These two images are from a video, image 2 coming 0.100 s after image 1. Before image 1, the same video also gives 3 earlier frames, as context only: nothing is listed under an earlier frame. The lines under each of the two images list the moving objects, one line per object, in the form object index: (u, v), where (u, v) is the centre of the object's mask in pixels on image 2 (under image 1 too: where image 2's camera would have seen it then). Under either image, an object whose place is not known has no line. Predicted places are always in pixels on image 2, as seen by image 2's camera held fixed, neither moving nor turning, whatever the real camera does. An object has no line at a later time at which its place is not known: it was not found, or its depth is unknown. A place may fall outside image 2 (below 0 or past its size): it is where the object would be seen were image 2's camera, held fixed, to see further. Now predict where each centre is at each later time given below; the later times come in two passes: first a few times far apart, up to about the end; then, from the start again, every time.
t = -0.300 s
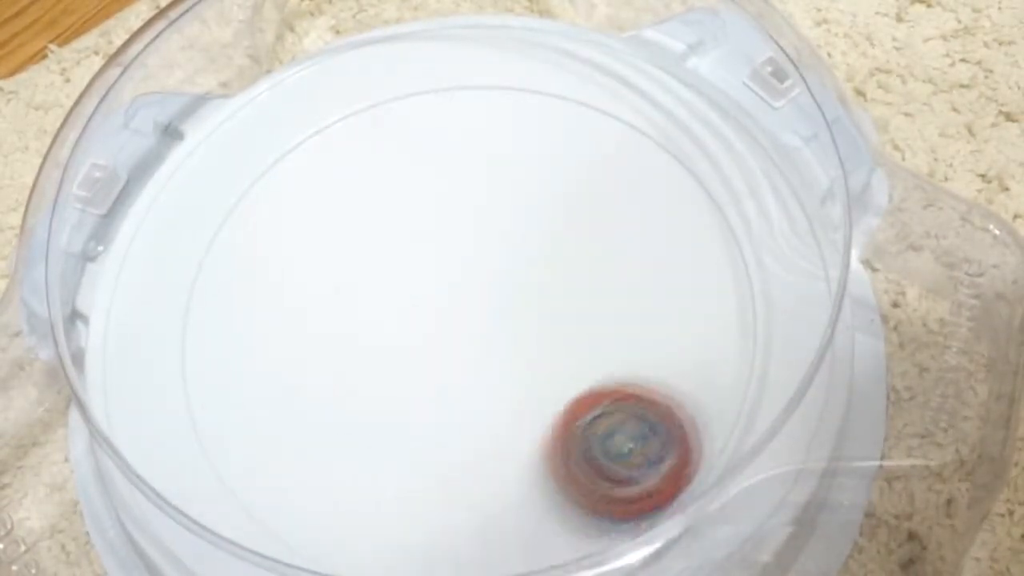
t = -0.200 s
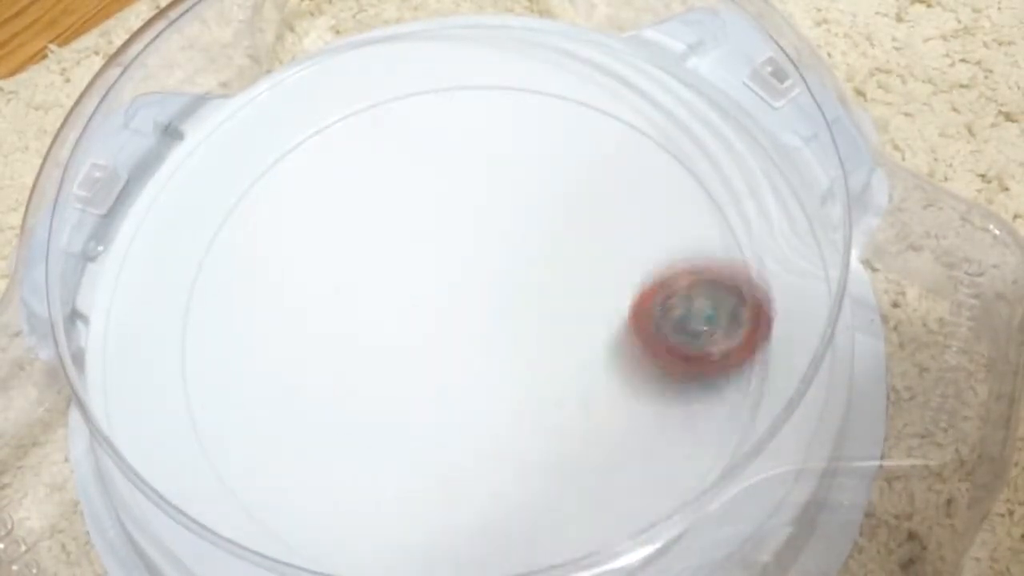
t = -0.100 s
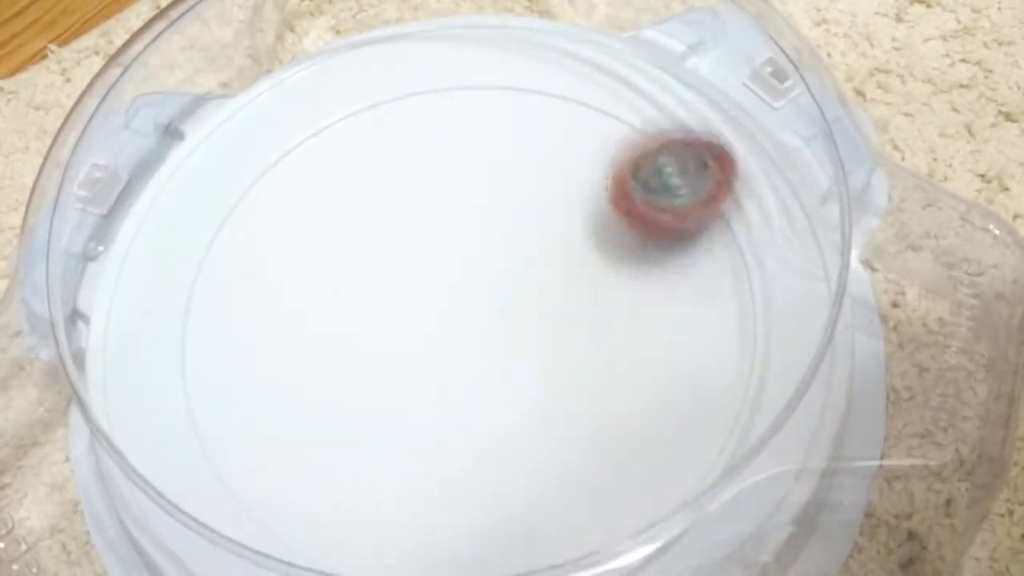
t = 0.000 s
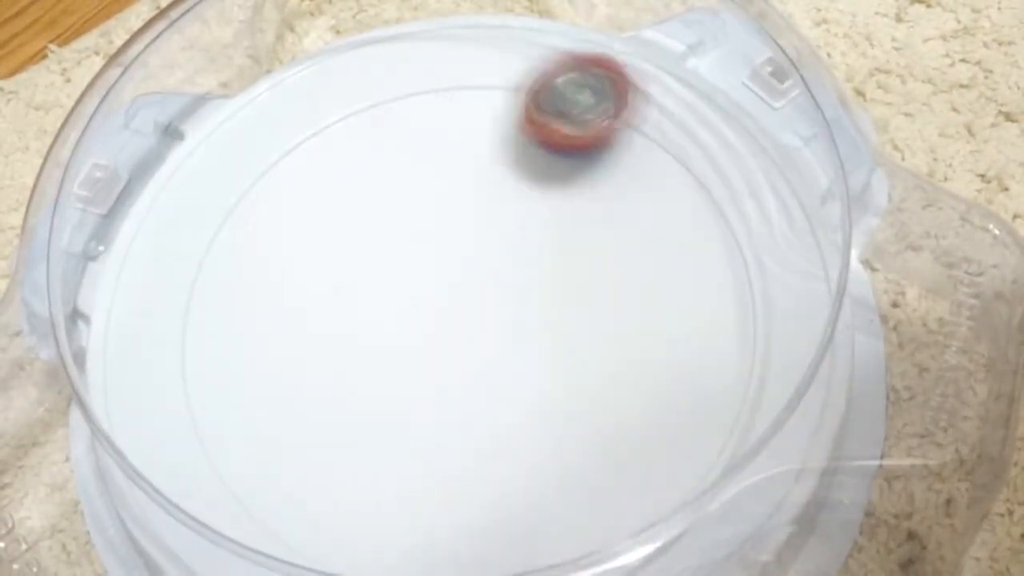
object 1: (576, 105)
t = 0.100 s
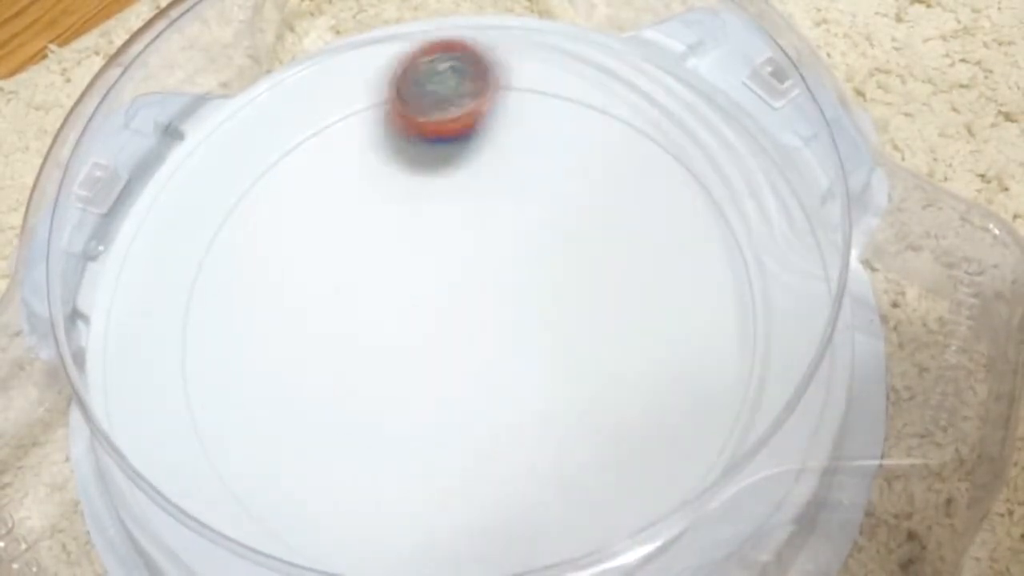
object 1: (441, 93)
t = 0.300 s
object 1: (190, 274)
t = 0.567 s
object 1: (517, 531)
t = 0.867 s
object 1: (620, 94)
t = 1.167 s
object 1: (196, 406)
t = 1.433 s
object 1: (694, 440)
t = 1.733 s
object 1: (463, 66)
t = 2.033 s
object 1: (229, 463)
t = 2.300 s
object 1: (746, 352)
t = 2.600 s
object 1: (337, 103)
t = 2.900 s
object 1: (310, 440)
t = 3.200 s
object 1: (654, 345)
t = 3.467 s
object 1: (558, 212)
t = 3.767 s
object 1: (388, 278)
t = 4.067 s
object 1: (411, 372)
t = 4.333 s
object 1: (468, 370)
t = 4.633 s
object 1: (471, 290)
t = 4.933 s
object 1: (413, 274)
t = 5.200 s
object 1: (425, 318)
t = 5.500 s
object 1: (500, 323)
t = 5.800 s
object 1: (507, 294)
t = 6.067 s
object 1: (464, 309)
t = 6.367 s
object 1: (451, 357)
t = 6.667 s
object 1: (470, 358)
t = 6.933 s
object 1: (470, 314)
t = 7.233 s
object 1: (437, 289)
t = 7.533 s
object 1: (429, 300)
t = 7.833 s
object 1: (465, 322)
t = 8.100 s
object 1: (495, 316)
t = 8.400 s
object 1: (491, 309)
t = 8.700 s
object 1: (461, 318)
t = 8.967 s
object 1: (446, 338)
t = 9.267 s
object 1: (452, 340)
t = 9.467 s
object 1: (455, 323)
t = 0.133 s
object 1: (396, 105)
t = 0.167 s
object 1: (351, 123)
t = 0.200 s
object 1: (307, 156)
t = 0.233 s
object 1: (262, 191)
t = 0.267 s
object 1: (223, 229)
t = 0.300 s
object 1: (190, 274)
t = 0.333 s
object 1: (174, 323)
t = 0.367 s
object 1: (184, 380)
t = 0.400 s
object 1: (213, 432)
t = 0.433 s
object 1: (255, 479)
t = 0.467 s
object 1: (309, 517)
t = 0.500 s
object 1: (376, 532)
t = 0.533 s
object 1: (448, 537)
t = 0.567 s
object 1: (517, 531)
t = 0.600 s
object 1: (596, 517)
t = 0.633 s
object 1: (650, 467)
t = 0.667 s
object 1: (704, 415)
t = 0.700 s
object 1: (734, 359)
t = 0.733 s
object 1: (747, 302)
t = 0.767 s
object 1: (740, 241)
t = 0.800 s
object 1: (713, 180)
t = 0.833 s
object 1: (673, 130)
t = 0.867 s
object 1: (620, 94)
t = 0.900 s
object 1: (554, 70)
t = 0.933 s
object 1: (482, 62)
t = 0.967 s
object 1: (407, 77)
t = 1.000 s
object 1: (338, 99)
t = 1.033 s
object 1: (277, 144)
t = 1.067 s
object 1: (227, 199)
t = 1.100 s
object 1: (194, 264)
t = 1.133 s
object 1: (185, 338)
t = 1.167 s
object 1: (196, 406)
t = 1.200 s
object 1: (231, 464)
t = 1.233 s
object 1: (287, 510)
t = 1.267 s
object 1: (355, 528)
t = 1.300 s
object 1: (430, 535)
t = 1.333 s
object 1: (508, 533)
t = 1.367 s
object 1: (586, 520)
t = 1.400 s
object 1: (638, 477)
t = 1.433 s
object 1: (694, 440)
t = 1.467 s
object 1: (722, 388)
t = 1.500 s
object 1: (741, 332)
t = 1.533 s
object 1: (741, 273)
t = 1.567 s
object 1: (726, 216)
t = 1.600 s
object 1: (696, 165)
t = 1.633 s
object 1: (650, 123)
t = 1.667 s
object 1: (593, 95)
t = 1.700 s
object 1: (530, 76)
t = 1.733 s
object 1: (463, 66)
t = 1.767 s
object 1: (398, 73)
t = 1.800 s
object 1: (338, 99)
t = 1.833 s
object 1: (287, 142)
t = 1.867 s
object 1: (237, 184)
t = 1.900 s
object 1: (204, 234)
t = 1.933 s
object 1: (186, 292)
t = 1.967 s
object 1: (183, 351)
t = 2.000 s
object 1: (199, 416)
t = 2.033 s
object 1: (229, 463)
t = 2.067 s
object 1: (288, 512)
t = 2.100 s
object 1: (359, 529)
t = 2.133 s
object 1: (440, 539)
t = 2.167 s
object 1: (519, 534)
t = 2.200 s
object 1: (611, 520)
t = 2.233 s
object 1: (670, 479)
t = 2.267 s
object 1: (725, 417)
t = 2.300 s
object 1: (746, 352)
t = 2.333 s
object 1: (751, 283)
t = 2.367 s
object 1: (737, 219)
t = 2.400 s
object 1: (704, 162)
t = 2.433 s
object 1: (644, 130)
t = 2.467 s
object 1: (587, 100)
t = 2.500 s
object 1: (521, 79)
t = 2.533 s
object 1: (456, 80)
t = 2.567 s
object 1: (394, 93)
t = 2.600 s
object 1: (337, 103)
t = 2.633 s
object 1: (295, 133)
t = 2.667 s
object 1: (259, 174)
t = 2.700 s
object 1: (233, 213)
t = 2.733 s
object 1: (218, 255)
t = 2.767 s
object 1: (213, 300)
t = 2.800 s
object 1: (221, 340)
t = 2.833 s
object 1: (240, 380)
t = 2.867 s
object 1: (268, 412)
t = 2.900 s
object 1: (310, 440)
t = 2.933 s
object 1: (354, 459)
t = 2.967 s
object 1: (404, 471)
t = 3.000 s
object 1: (456, 473)
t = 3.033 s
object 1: (503, 466)
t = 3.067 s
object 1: (546, 451)
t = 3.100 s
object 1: (585, 430)
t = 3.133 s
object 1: (616, 404)
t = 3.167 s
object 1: (637, 376)
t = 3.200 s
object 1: (654, 345)
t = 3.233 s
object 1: (652, 324)
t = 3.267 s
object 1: (649, 299)
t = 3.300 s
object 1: (642, 277)
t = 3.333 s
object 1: (631, 259)
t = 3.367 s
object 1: (616, 243)
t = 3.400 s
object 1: (600, 230)
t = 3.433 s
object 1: (579, 220)
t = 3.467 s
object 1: (558, 212)
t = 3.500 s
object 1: (534, 209)
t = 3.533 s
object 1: (509, 210)
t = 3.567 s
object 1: (485, 213)
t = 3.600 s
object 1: (462, 219)
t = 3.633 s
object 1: (441, 229)
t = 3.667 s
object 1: (423, 238)
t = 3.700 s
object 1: (406, 252)
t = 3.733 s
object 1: (395, 264)
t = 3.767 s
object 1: (388, 278)
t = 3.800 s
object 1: (383, 292)
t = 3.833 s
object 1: (382, 305)
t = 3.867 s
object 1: (384, 317)
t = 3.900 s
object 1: (389, 327)
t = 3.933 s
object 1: (392, 338)
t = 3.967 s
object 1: (397, 348)
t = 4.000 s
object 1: (402, 357)
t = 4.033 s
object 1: (407, 366)
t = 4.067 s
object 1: (411, 372)
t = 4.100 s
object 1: (417, 377)
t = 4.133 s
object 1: (424, 381)
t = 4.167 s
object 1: (431, 384)
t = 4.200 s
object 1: (438, 384)
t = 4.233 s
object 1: (445, 388)
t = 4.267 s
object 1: (453, 386)
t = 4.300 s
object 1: (461, 381)
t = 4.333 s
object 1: (468, 370)
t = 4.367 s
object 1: (475, 362)
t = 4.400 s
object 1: (479, 360)
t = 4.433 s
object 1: (482, 349)
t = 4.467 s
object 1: (485, 338)
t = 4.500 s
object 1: (485, 328)
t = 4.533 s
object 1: (484, 317)
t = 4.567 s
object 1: (480, 308)
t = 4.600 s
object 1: (476, 298)
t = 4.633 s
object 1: (471, 290)
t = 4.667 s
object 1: (464, 284)
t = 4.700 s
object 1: (456, 279)
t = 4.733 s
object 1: (448, 276)
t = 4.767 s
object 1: (440, 273)
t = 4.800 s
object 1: (434, 271)
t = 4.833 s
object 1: (427, 270)
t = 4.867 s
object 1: (421, 270)
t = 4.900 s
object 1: (416, 275)
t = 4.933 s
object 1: (413, 274)
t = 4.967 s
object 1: (408, 281)
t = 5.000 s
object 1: (406, 286)
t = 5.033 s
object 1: (405, 291)
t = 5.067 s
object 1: (406, 297)
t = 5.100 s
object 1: (409, 302)
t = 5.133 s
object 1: (413, 308)
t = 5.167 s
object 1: (418, 314)
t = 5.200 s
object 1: (425, 318)
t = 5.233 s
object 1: (433, 322)
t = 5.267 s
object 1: (443, 326)
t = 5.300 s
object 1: (451, 329)
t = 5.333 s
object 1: (461, 330)
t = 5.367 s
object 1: (470, 330)
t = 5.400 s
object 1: (478, 330)
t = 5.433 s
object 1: (487, 328)
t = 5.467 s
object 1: (494, 326)
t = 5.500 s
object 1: (500, 323)
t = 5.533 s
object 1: (505, 319)
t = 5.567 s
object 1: (509, 314)
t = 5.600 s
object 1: (512, 311)
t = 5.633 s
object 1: (513, 307)
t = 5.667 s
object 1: (513, 304)
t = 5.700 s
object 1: (513, 300)
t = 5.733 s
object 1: (512, 298)
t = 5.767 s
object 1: (510, 296)
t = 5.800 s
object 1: (507, 294)
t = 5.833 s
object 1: (503, 293)
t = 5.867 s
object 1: (498, 293)
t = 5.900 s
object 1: (493, 293)
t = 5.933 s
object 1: (487, 294)
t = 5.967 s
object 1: (481, 297)
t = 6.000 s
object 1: (475, 300)
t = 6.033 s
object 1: (469, 305)
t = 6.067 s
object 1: (464, 309)
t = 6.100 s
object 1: (459, 315)
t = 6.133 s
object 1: (456, 321)
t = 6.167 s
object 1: (453, 327)
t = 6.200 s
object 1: (450, 333)
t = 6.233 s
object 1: (448, 339)
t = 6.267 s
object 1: (448, 344)
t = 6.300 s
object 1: (448, 348)
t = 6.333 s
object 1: (449, 353)
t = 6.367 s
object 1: (451, 357)
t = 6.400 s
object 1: (453, 360)
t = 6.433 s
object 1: (455, 362)
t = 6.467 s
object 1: (457, 362)
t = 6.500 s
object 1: (459, 364)
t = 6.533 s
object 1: (462, 364)
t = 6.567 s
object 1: (465, 363)
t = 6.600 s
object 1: (467, 362)
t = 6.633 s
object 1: (469, 360)
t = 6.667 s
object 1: (470, 358)
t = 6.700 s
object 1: (474, 348)
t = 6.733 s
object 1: (475, 344)
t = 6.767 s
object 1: (474, 346)
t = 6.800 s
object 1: (475, 341)
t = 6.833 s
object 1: (476, 329)
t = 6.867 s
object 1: (474, 324)
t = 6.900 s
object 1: (472, 319)
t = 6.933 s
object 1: (470, 314)
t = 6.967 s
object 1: (467, 309)
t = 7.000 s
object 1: (464, 305)
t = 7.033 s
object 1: (460, 301)
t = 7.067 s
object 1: (456, 298)
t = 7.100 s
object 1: (452, 295)
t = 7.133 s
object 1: (447, 293)
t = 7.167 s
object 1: (444, 291)
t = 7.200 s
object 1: (441, 290)
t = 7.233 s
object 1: (437, 289)
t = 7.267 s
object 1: (434, 289)
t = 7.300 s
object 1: (432, 289)
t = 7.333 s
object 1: (431, 290)
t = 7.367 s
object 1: (429, 291)
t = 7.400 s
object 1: (428, 292)
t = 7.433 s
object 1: (427, 293)
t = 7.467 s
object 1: (426, 301)
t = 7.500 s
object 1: (426, 303)
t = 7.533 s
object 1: (429, 300)
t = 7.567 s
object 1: (432, 302)
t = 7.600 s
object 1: (433, 310)
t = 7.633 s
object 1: (437, 314)
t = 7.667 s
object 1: (441, 316)
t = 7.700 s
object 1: (446, 318)
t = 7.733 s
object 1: (450, 319)
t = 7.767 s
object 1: (455, 320)
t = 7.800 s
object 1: (460, 321)
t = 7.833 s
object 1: (465, 322)
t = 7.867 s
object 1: (471, 322)
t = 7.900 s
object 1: (476, 322)
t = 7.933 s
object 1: (480, 321)
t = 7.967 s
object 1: (485, 320)
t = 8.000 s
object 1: (488, 320)
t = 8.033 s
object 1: (491, 319)
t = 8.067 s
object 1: (493, 318)
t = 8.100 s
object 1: (495, 316)
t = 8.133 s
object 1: (499, 309)
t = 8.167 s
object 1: (498, 313)
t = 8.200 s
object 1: (499, 313)
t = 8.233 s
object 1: (499, 311)
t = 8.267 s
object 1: (500, 304)
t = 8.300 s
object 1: (498, 309)
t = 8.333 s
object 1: (498, 303)
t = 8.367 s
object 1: (494, 309)
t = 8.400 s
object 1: (491, 309)
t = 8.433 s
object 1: (488, 309)
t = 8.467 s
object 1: (486, 304)
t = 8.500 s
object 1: (483, 305)
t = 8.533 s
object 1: (479, 306)
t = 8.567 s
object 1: (475, 308)
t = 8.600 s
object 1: (471, 310)
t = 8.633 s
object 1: (467, 312)
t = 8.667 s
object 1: (464, 315)
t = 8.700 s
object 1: (461, 318)
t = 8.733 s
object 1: (458, 321)
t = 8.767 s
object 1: (455, 325)
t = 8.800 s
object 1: (453, 327)
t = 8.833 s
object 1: (450, 330)
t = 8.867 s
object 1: (448, 332)
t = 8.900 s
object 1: (447, 335)
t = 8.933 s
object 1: (446, 337)
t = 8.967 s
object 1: (446, 338)
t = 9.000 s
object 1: (445, 340)
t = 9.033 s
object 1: (445, 346)
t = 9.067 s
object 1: (445, 347)
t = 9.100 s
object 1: (446, 347)
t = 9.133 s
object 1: (447, 347)
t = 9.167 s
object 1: (447, 347)
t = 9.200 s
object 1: (448, 346)
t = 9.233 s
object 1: (450, 344)
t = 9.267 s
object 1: (452, 340)
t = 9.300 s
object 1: (453, 338)
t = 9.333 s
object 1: (454, 336)
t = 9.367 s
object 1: (455, 333)
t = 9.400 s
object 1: (456, 325)
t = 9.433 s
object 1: (456, 326)
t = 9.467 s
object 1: (455, 323)
